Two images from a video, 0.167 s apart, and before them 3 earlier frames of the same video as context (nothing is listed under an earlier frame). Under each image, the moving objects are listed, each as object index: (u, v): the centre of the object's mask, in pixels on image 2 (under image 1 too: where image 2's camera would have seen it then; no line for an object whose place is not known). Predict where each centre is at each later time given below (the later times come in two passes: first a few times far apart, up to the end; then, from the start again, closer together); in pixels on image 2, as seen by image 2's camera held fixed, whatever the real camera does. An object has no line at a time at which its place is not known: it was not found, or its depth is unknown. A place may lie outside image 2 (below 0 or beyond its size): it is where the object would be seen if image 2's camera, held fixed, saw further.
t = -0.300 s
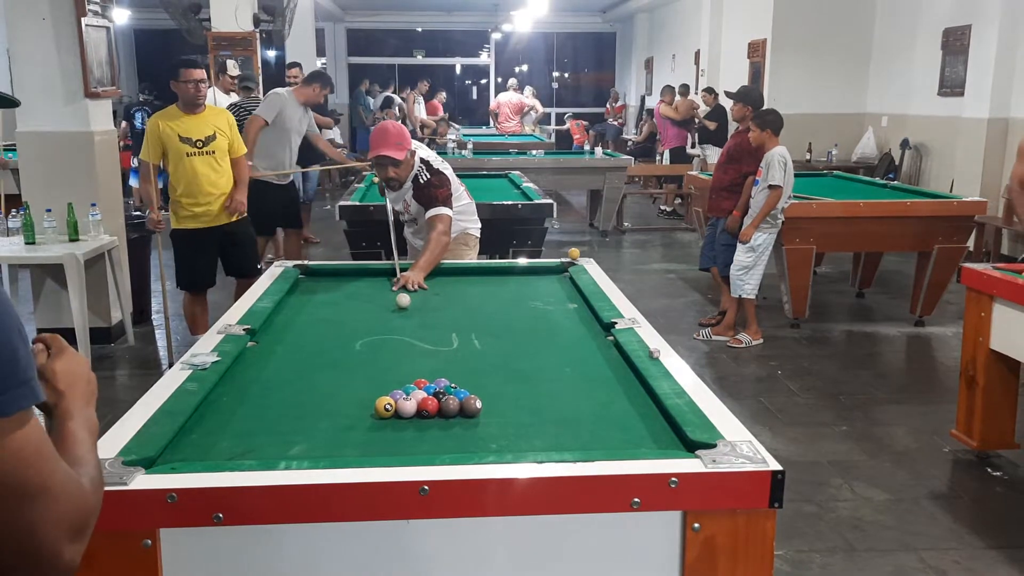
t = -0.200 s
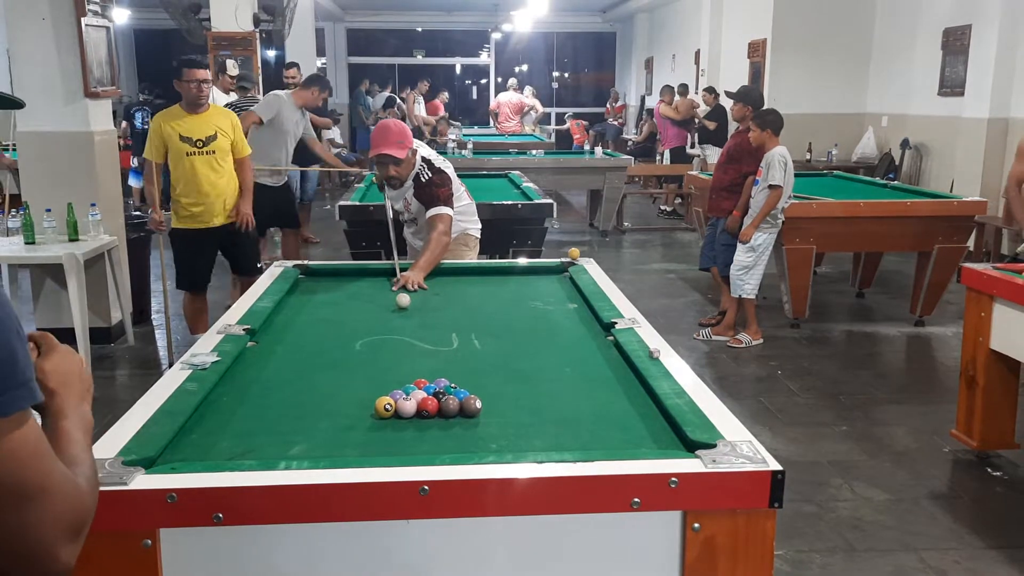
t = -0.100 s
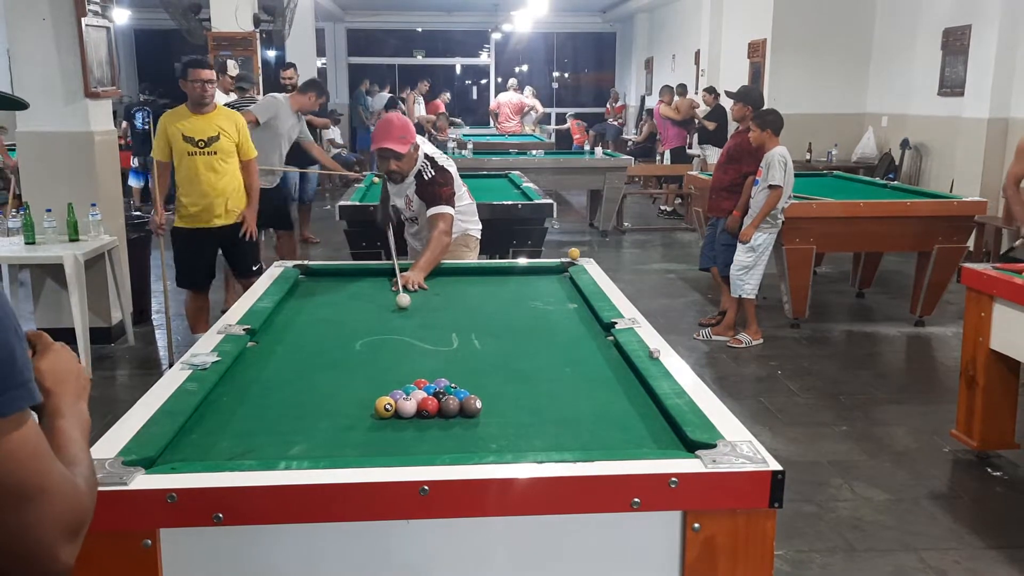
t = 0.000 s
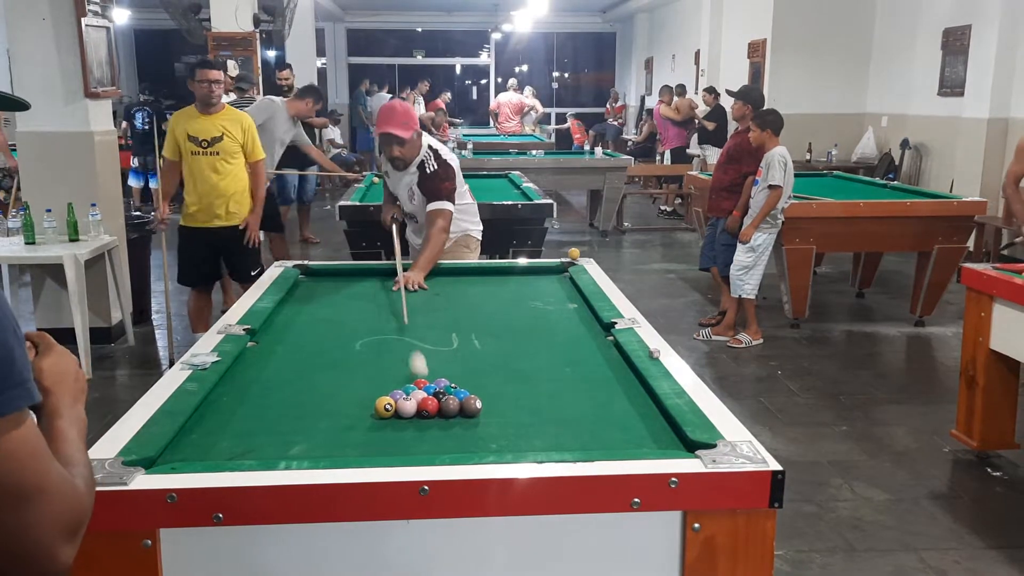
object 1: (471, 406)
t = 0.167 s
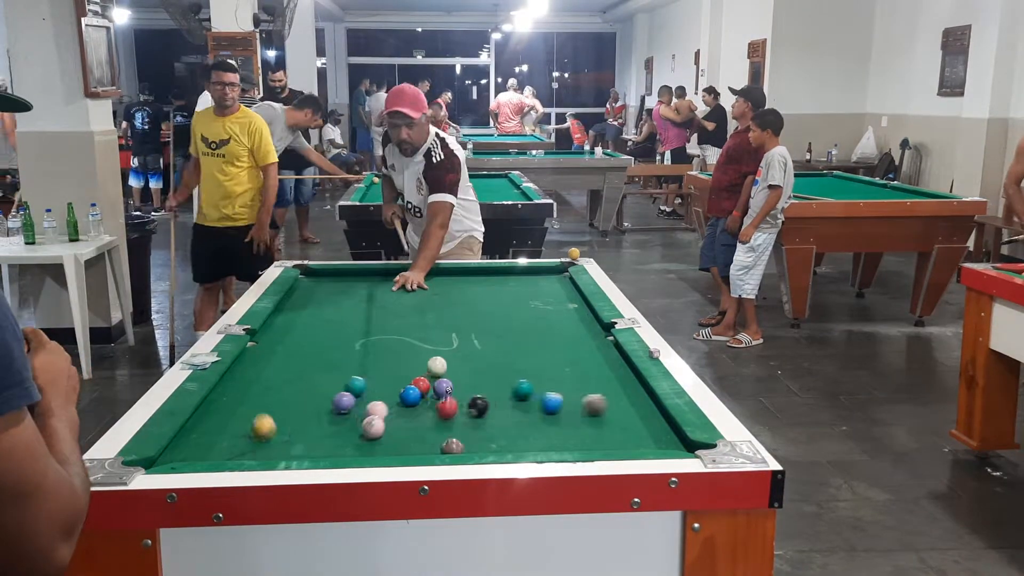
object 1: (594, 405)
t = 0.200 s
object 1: (617, 405)
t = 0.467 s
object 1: (619, 409)
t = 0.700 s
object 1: (569, 415)
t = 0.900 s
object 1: (527, 419)
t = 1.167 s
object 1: (474, 424)
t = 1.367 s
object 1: (435, 429)
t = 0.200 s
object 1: (617, 405)
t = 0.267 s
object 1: (645, 404)
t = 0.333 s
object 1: (651, 406)
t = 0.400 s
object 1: (633, 408)
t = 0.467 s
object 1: (619, 409)
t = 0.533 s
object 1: (604, 411)
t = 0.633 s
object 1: (581, 411)
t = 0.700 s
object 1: (569, 415)
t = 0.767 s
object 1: (555, 416)
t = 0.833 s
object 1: (541, 418)
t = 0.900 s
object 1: (527, 419)
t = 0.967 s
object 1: (512, 419)
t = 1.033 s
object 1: (500, 422)
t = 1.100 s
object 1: (486, 423)
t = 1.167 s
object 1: (474, 424)
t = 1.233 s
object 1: (461, 426)
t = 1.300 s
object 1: (446, 427)
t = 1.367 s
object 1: (435, 429)
